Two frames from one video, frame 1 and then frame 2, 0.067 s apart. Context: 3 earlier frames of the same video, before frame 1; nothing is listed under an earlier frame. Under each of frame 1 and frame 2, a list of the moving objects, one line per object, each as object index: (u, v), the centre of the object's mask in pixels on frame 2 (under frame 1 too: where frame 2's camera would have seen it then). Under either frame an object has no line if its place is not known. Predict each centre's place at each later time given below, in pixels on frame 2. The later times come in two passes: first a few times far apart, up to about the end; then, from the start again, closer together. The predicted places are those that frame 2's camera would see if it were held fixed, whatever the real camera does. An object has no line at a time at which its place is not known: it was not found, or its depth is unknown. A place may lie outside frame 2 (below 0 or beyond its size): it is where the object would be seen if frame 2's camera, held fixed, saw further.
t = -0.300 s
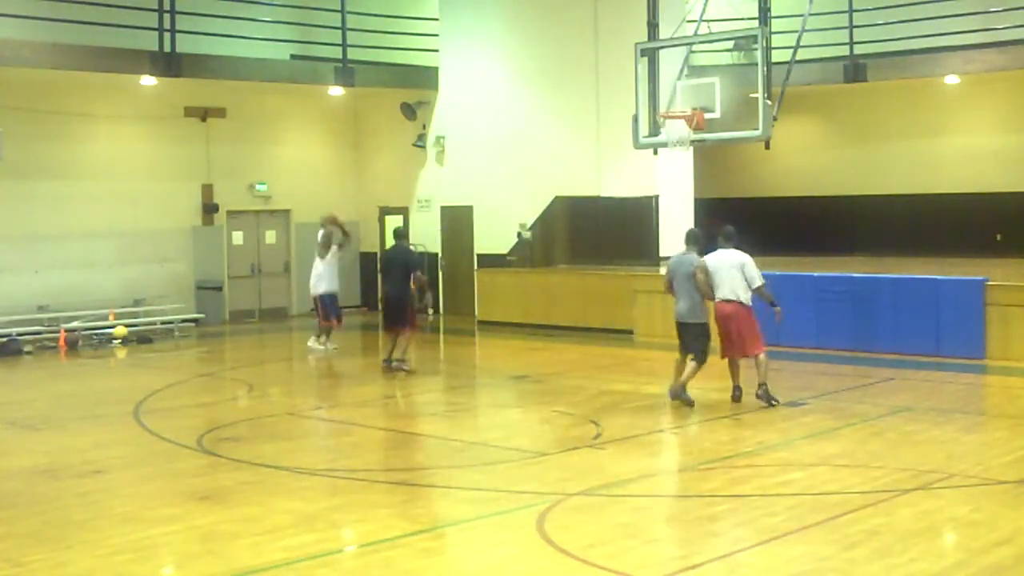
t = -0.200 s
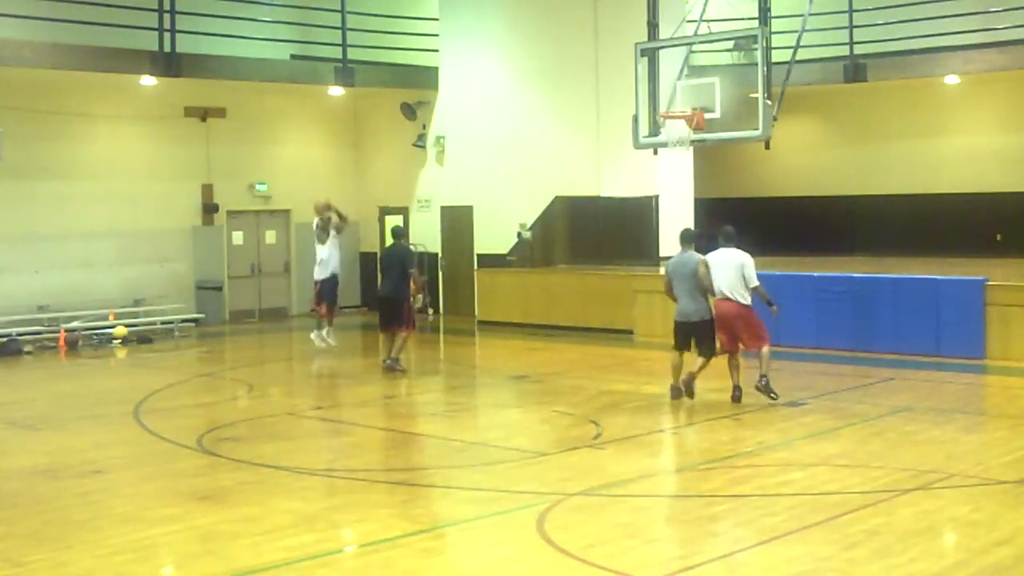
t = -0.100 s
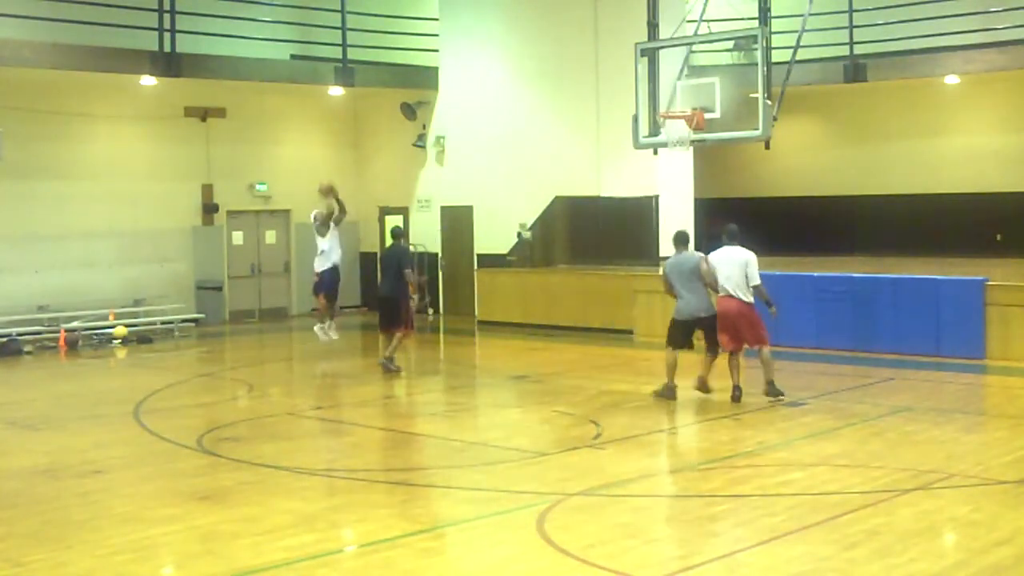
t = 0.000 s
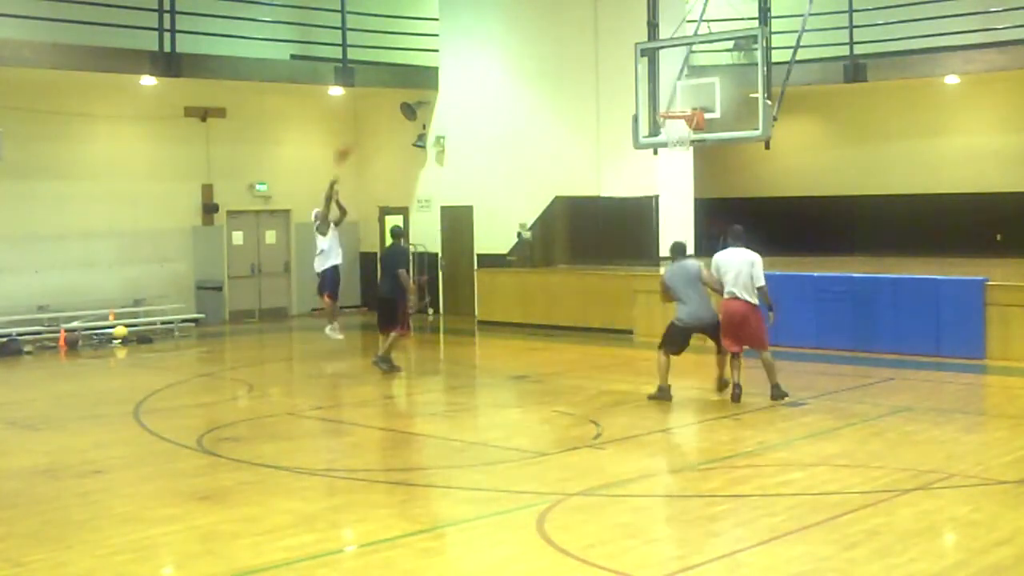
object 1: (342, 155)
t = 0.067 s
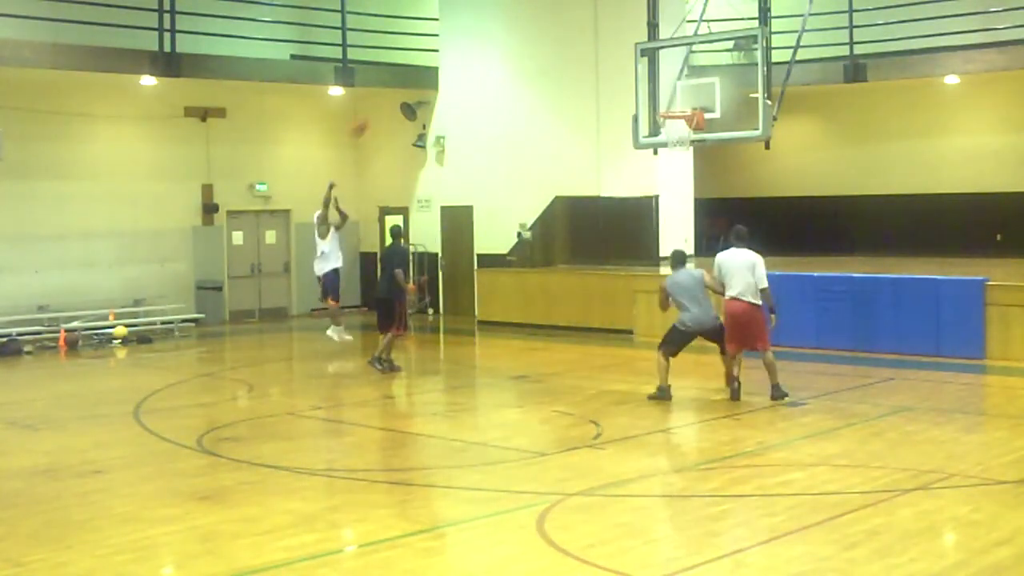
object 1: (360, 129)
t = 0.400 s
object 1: (447, 37)
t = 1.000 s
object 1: (639, 73)
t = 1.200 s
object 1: (696, 128)
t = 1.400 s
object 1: (675, 129)
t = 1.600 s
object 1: (665, 137)
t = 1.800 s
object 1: (679, 145)
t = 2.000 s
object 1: (694, 174)
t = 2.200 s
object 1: (710, 239)
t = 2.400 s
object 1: (724, 333)
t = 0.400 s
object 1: (447, 37)
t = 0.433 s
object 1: (456, 32)
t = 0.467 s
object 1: (466, 27)
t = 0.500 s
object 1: (475, 24)
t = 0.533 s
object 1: (485, 21)
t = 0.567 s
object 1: (495, 19)
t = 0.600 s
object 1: (505, 18)
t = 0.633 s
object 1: (515, 18)
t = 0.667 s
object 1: (526, 18)
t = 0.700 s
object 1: (536, 19)
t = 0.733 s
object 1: (548, 21)
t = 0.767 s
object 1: (558, 24)
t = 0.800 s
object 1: (569, 28)
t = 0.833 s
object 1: (580, 33)
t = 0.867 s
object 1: (591, 39)
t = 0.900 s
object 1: (603, 46)
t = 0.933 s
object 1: (615, 54)
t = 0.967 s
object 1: (626, 63)
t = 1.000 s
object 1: (639, 73)
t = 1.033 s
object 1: (650, 81)
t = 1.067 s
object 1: (664, 98)
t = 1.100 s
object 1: (675, 109)
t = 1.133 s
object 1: (691, 124)
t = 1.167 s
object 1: (695, 130)
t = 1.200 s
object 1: (696, 128)
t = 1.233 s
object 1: (694, 128)
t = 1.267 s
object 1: (691, 126)
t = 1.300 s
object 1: (687, 126)
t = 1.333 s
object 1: (681, 127)
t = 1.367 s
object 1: (678, 127)
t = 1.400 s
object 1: (675, 129)
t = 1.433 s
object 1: (671, 129)
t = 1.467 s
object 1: (669, 131)
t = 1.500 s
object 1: (666, 132)
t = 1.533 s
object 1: (665, 133)
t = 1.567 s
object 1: (664, 134)
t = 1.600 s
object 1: (665, 137)
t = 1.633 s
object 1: (666, 137)
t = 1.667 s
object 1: (667, 139)
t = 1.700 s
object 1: (670, 142)
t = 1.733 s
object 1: (673, 143)
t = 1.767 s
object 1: (676, 144)
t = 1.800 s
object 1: (679, 145)
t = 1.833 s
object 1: (681, 148)
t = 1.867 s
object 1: (683, 150)
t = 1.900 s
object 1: (686, 156)
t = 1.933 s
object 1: (688, 161)
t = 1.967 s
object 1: (691, 167)
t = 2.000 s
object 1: (694, 174)
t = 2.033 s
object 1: (696, 183)
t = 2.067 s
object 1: (697, 193)
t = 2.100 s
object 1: (703, 203)
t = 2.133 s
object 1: (705, 214)
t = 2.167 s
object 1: (707, 225)
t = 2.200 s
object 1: (710, 239)
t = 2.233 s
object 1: (712, 248)
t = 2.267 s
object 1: (715, 267)
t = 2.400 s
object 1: (724, 333)
